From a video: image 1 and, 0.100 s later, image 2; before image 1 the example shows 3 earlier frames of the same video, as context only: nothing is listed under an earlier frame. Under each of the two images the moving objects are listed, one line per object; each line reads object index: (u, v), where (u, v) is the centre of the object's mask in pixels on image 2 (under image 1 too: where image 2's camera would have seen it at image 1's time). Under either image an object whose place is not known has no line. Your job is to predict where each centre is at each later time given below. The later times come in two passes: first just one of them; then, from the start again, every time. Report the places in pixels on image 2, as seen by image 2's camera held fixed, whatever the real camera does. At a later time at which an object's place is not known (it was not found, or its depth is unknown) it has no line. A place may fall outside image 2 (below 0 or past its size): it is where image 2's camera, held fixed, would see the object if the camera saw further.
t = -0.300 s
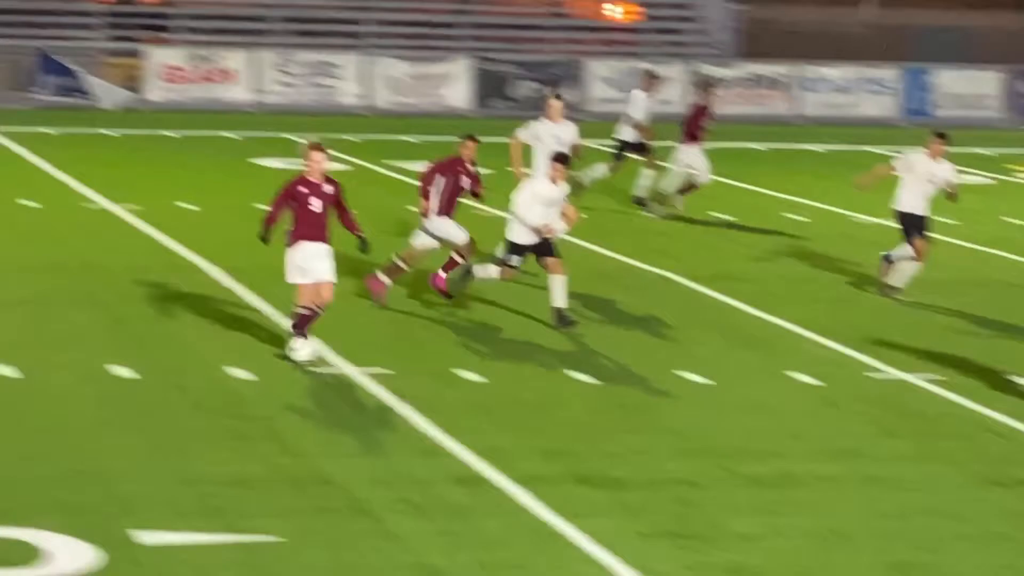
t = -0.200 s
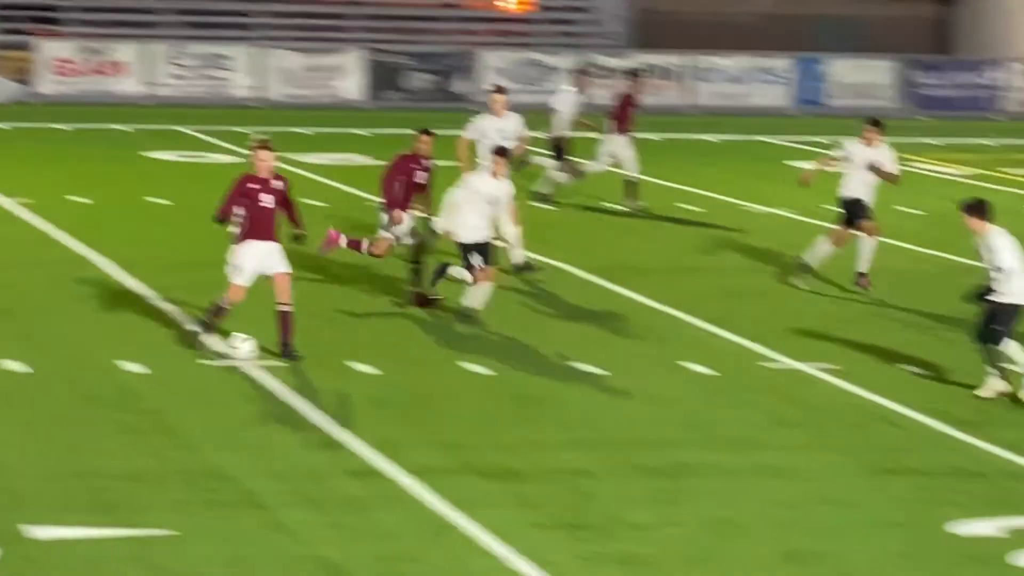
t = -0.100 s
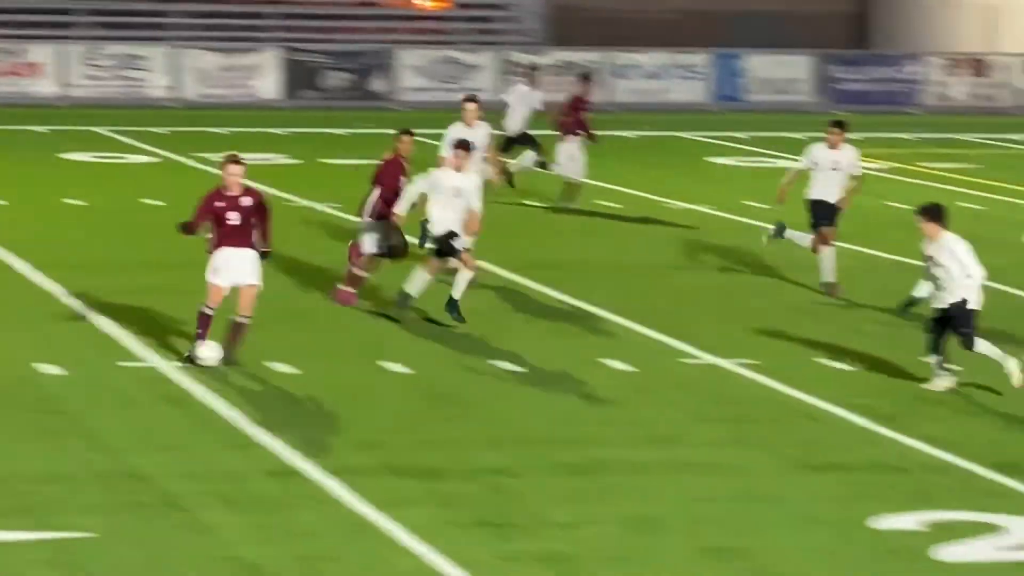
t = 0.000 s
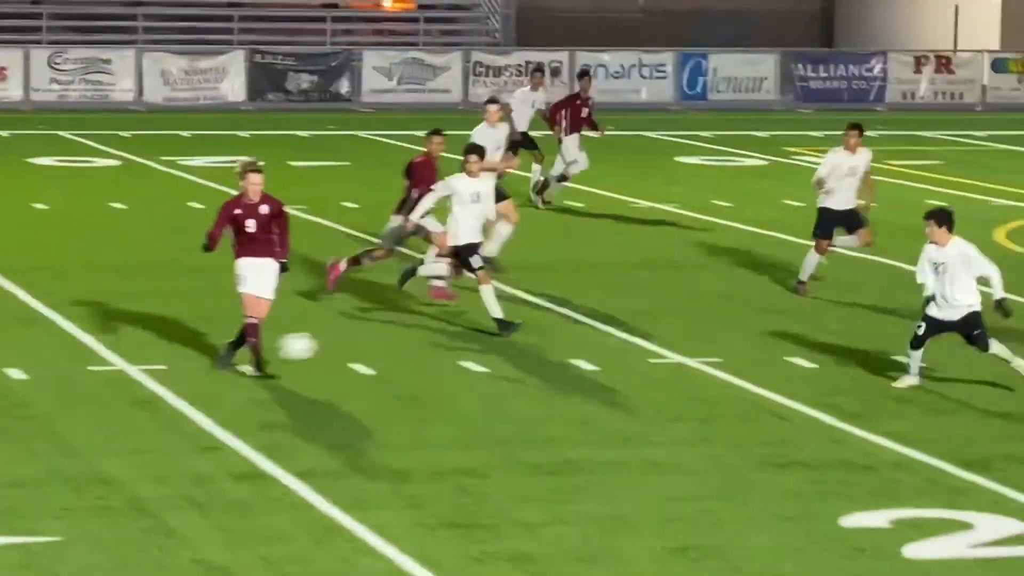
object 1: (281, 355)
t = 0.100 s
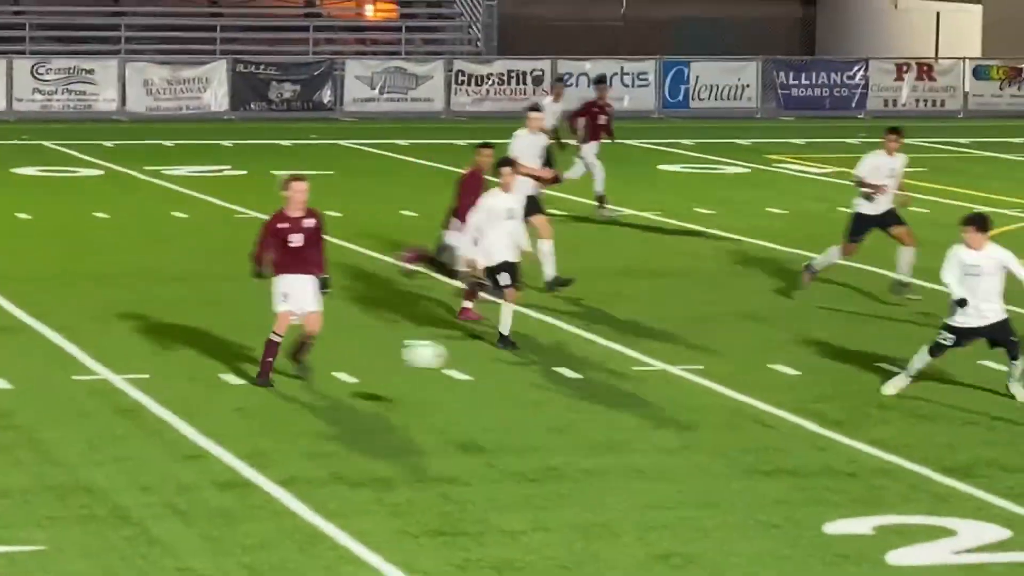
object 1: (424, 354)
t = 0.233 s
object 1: (629, 378)
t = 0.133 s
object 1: (473, 357)
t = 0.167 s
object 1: (524, 363)
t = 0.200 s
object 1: (575, 369)
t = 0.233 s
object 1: (629, 378)
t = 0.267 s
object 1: (681, 388)
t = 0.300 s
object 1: (738, 402)
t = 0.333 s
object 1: (795, 415)
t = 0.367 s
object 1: (855, 430)
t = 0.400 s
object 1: (915, 449)
